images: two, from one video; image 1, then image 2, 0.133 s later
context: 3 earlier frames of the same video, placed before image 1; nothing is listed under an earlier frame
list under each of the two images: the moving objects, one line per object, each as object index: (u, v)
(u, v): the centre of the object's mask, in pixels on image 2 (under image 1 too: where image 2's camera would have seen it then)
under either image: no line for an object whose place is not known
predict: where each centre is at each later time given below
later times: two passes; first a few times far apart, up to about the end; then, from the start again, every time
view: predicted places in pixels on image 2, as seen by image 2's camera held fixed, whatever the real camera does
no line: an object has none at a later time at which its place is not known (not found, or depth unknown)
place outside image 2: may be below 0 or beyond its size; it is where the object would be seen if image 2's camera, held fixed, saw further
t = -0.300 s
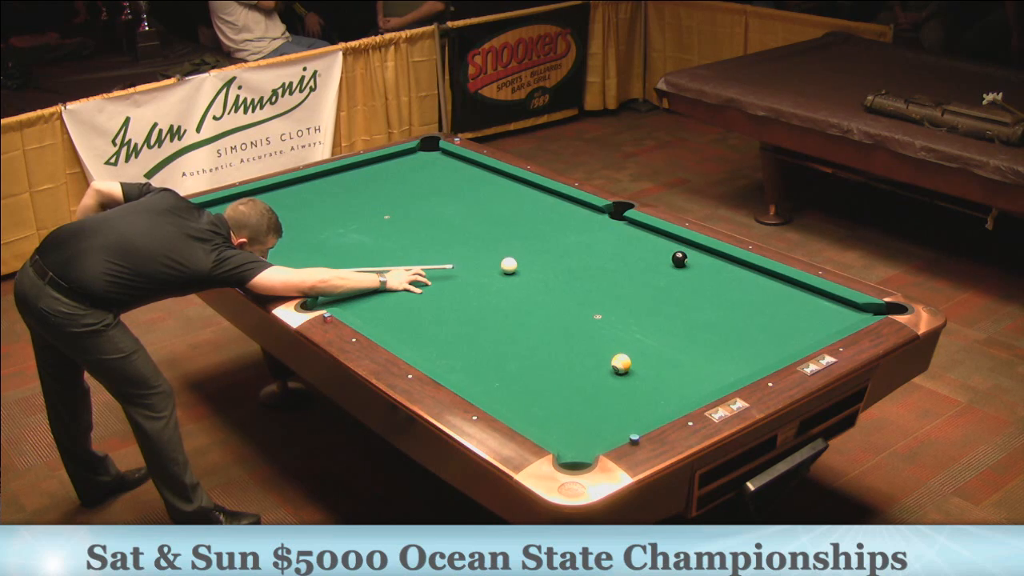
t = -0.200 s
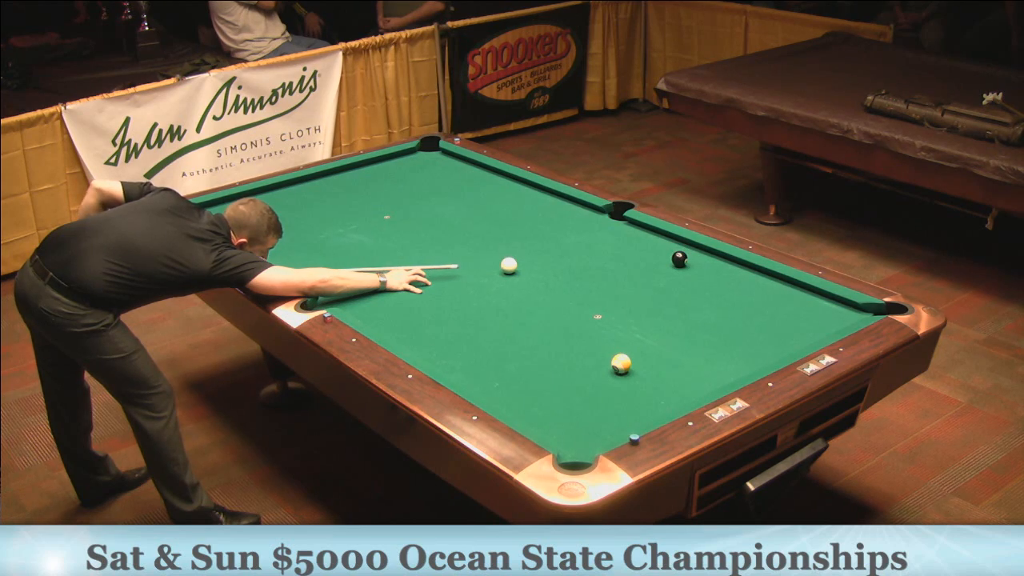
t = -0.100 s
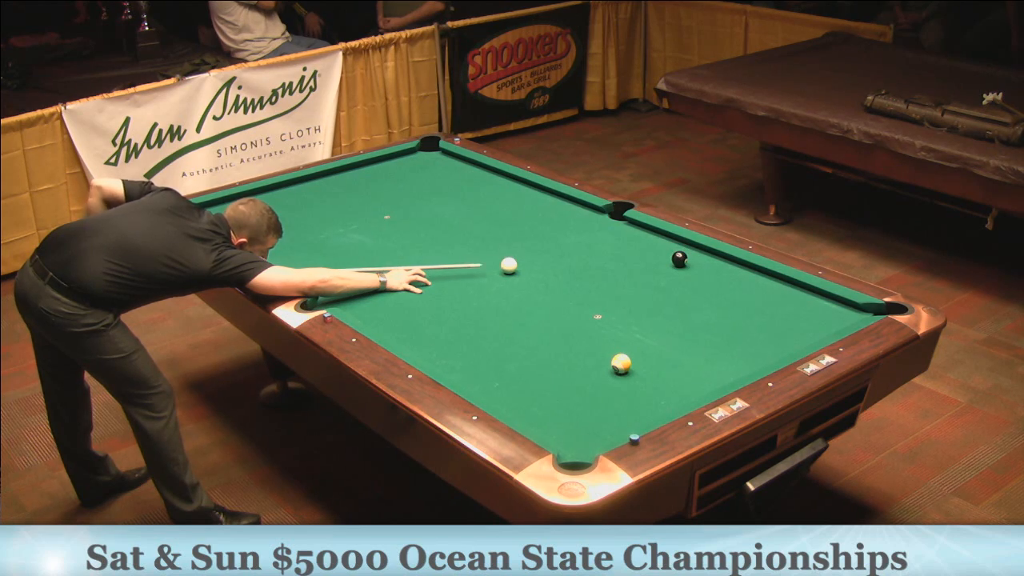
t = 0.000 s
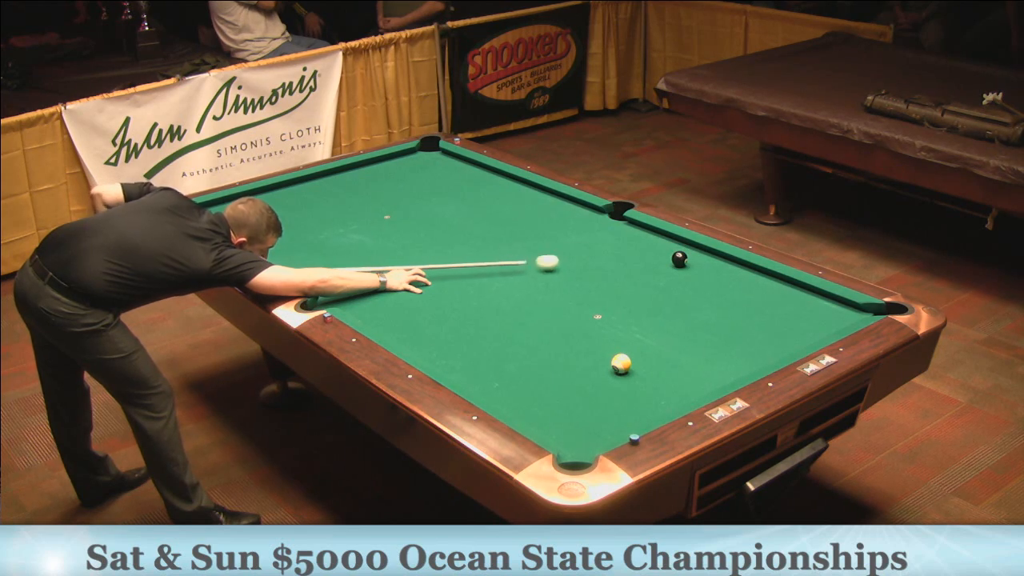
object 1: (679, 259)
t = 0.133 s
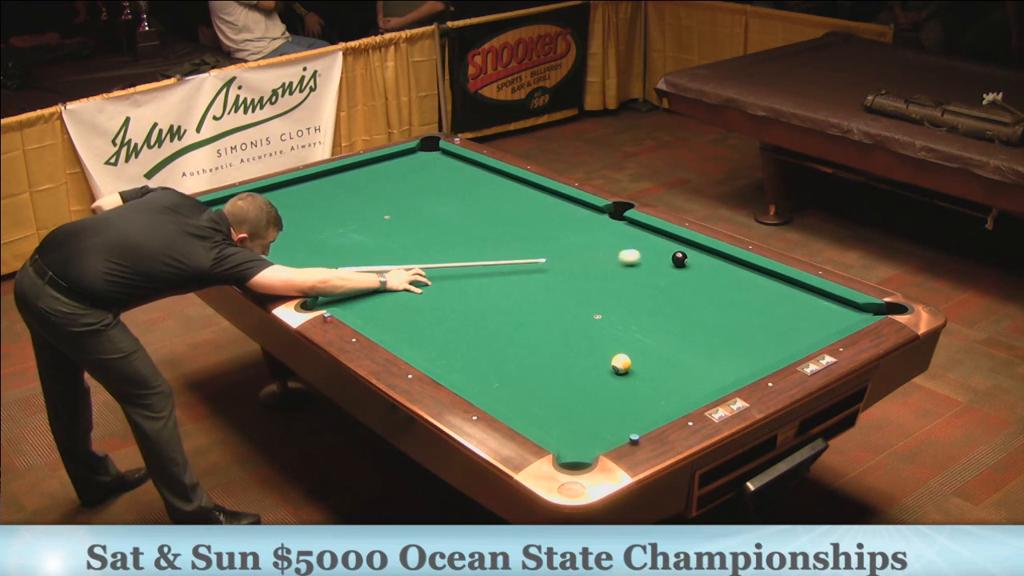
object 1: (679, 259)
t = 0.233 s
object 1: (688, 262)
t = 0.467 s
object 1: (738, 277)
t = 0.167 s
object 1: (679, 259)
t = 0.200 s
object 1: (680, 259)
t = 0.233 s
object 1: (688, 262)
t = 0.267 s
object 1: (697, 264)
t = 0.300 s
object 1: (704, 267)
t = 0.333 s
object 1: (711, 269)
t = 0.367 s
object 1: (718, 271)
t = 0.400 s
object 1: (725, 273)
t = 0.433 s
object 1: (732, 274)
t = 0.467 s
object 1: (738, 277)
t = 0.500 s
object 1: (745, 279)
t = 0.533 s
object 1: (752, 281)
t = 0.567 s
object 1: (759, 283)
